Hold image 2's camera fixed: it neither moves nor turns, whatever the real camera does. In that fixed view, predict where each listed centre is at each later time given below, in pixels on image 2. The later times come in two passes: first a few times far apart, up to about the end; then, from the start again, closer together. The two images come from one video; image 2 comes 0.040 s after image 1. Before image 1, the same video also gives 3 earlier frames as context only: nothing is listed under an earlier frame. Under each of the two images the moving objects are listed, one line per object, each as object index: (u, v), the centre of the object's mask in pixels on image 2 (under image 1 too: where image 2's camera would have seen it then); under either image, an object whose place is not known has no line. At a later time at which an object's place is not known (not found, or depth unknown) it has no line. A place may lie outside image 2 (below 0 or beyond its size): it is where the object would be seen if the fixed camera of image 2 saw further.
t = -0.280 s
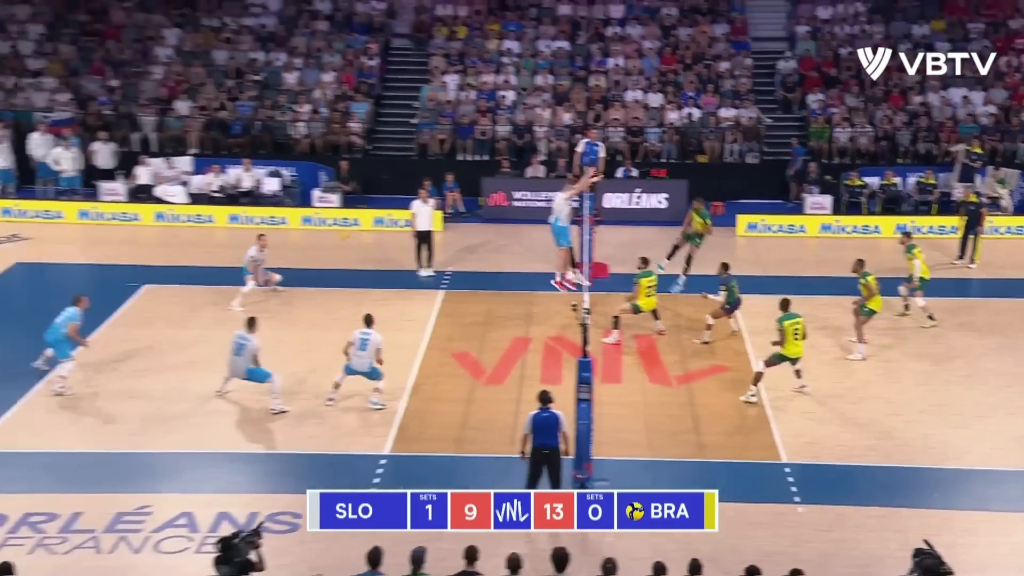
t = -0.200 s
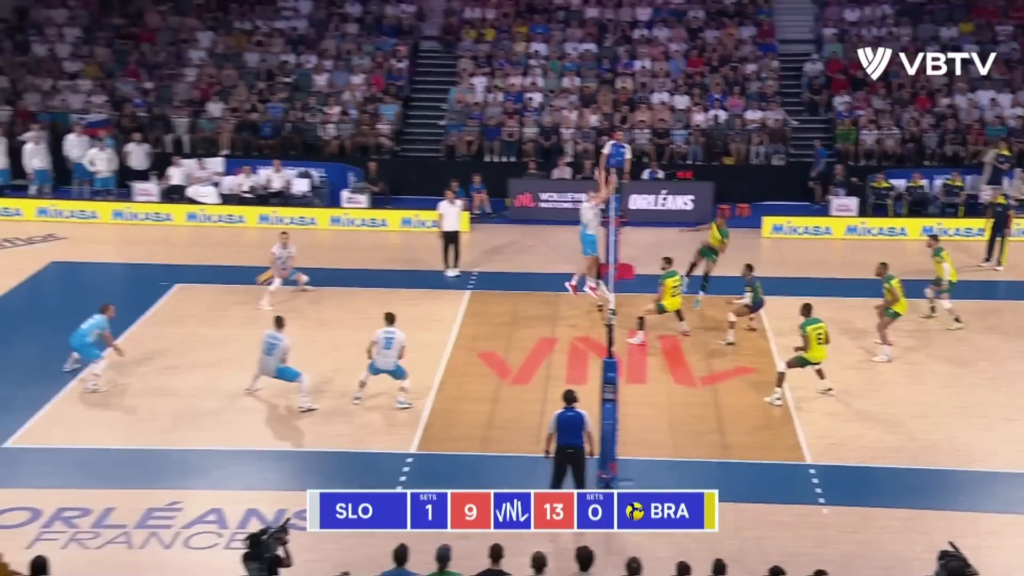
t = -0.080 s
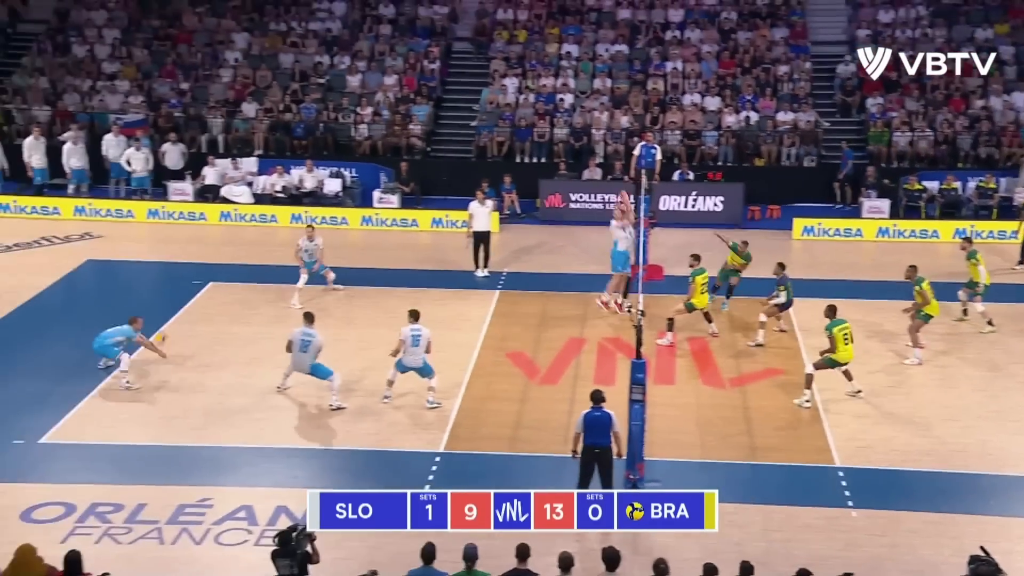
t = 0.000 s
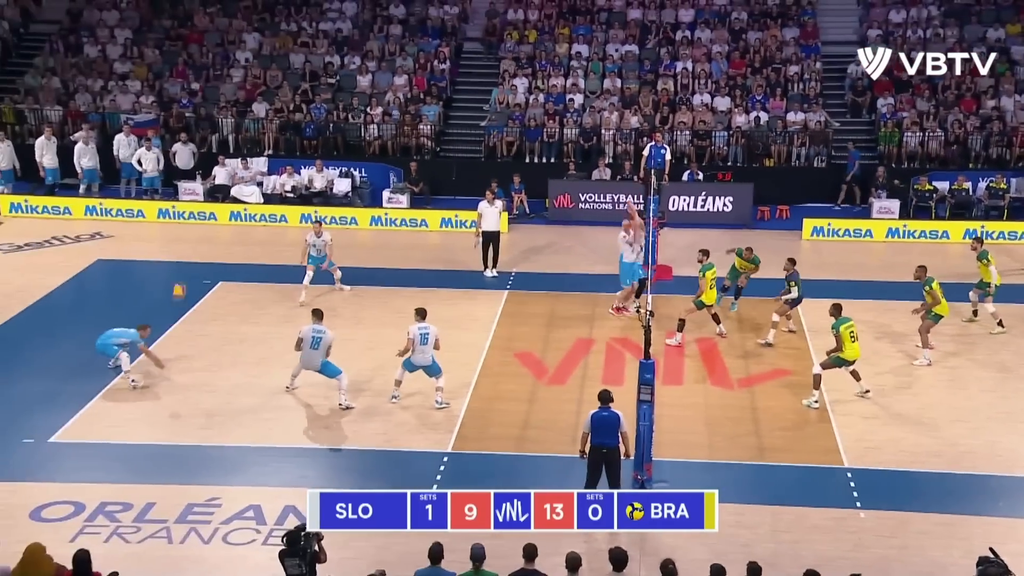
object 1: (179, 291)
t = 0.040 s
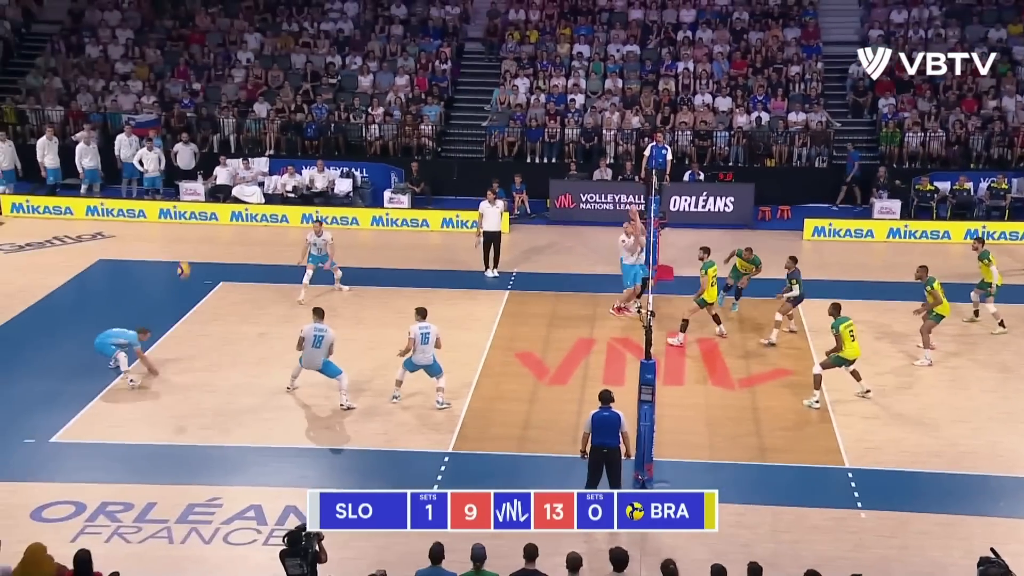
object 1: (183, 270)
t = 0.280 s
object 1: (203, 158)
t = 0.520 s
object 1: (220, 76)
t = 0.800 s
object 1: (239, 26)
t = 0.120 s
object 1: (191, 230)
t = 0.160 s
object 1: (195, 210)
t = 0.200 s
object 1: (196, 191)
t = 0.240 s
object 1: (201, 174)
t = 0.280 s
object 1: (203, 158)
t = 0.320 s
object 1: (206, 143)
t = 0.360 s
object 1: (209, 127)
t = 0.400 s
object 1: (212, 113)
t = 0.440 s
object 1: (214, 100)
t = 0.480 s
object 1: (217, 89)
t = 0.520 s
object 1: (220, 76)
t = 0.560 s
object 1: (222, 67)
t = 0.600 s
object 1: (226, 58)
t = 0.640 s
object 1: (228, 49)
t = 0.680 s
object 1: (231, 42)
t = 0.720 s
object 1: (233, 36)
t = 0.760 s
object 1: (236, 30)
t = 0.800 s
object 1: (239, 26)
